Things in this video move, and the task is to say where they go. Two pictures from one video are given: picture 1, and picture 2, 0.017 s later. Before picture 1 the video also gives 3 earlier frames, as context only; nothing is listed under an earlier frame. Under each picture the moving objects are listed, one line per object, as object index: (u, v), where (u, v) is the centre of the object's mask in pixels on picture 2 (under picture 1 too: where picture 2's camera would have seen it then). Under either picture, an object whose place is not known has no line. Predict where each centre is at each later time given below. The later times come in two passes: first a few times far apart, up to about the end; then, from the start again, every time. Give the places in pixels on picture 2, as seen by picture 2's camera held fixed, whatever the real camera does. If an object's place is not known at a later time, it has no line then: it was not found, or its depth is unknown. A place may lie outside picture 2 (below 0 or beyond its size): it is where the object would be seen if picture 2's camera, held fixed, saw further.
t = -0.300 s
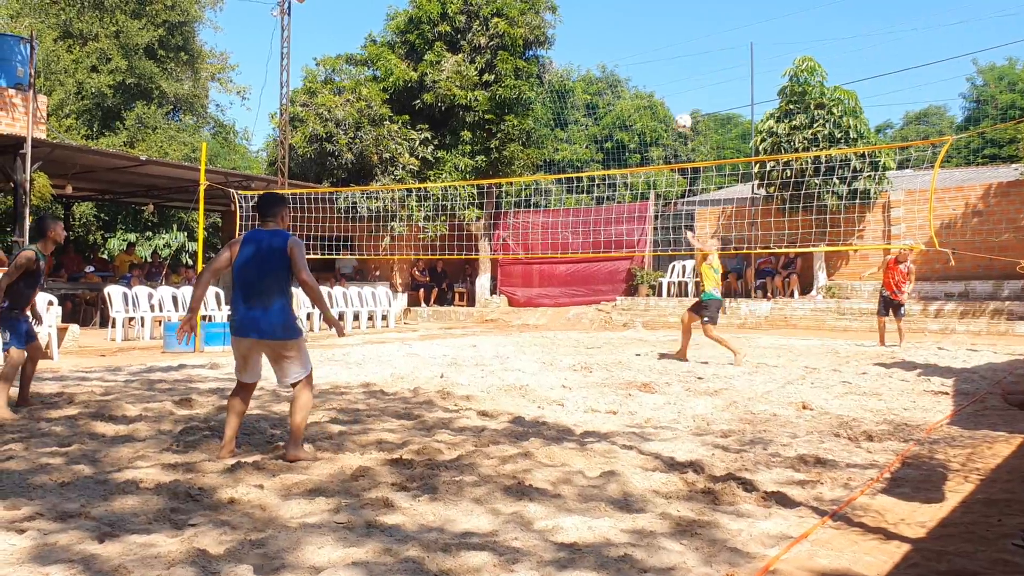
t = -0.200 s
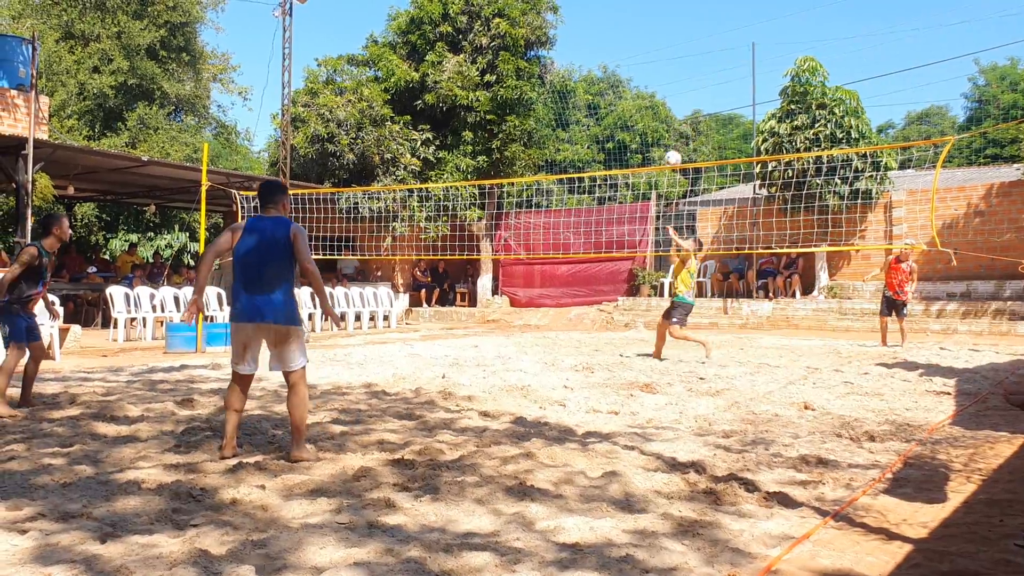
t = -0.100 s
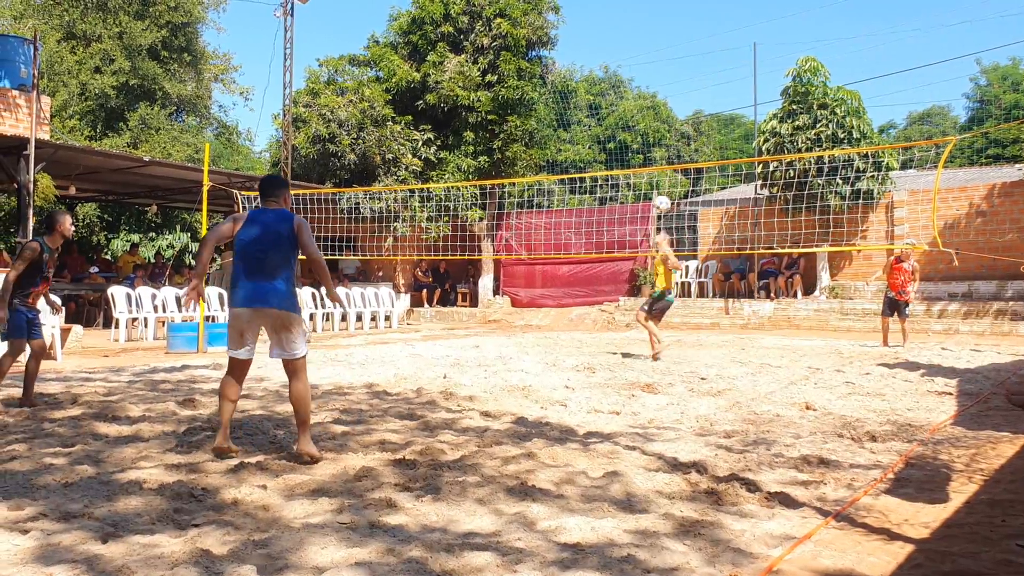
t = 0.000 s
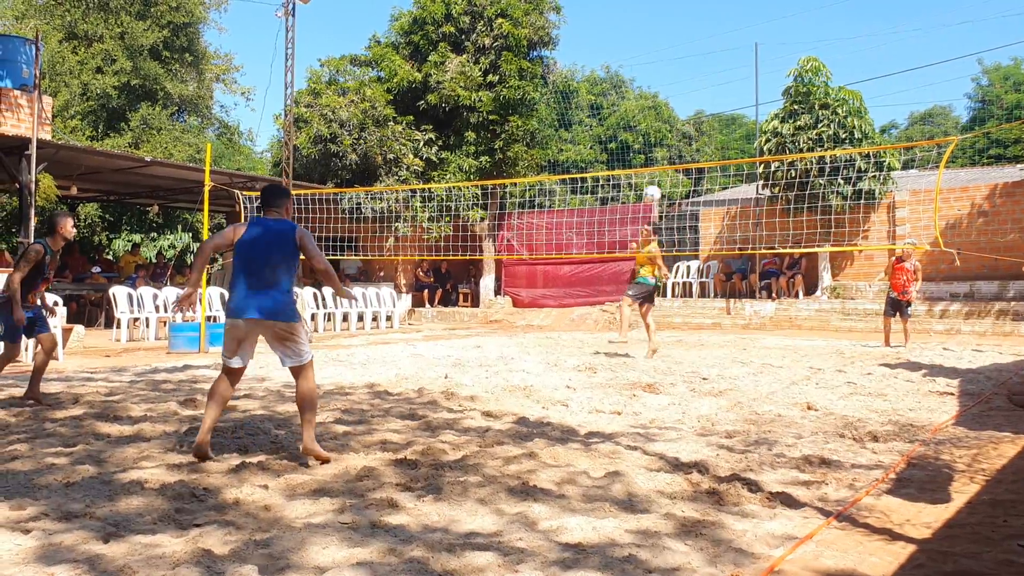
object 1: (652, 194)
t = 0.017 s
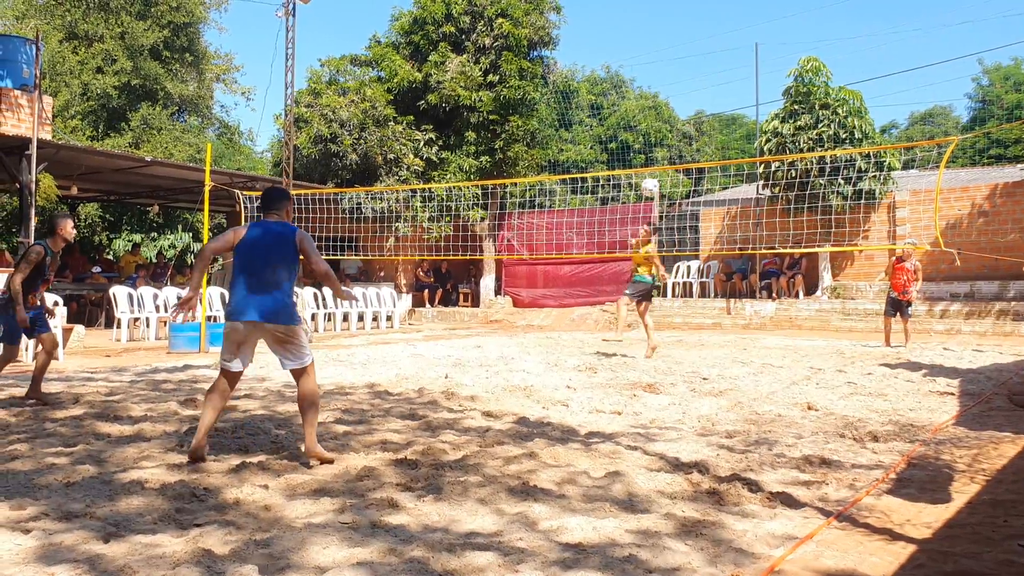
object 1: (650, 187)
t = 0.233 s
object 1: (622, 106)
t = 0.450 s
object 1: (585, 48)
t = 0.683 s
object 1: (527, 29)
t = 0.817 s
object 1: (480, 52)
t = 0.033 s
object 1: (649, 180)
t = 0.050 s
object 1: (647, 172)
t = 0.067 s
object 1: (644, 164)
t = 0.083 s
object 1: (642, 160)
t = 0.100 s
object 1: (640, 154)
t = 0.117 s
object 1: (638, 147)
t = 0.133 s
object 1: (636, 141)
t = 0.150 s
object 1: (634, 135)
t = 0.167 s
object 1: (631, 128)
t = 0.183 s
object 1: (629, 123)
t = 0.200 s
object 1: (626, 117)
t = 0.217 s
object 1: (624, 111)
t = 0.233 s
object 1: (622, 106)
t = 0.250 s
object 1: (619, 100)
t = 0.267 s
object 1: (617, 95)
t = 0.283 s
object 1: (614, 90)
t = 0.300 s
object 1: (612, 85)
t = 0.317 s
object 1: (609, 80)
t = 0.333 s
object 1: (606, 76)
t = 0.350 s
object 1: (604, 71)
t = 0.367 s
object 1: (600, 67)
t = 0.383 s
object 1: (598, 63)
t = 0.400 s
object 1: (594, 59)
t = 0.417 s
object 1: (591, 55)
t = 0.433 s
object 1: (588, 52)
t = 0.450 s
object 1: (585, 48)
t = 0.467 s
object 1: (581, 45)
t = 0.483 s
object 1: (577, 42)
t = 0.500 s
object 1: (574, 39)
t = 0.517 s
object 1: (570, 37)
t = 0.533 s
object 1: (566, 35)
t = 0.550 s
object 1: (562, 32)
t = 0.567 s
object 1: (558, 31)
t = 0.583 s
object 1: (554, 30)
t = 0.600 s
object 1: (550, 29)
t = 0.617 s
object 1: (546, 28)
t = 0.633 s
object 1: (541, 28)
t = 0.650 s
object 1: (537, 28)
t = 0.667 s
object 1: (531, 28)
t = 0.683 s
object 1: (527, 29)
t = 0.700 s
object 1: (521, 31)
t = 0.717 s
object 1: (517, 32)
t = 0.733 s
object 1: (510, 35)
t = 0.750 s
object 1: (504, 37)
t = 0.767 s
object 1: (499, 40)
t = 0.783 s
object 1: (493, 44)
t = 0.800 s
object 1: (486, 48)
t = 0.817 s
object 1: (480, 52)
